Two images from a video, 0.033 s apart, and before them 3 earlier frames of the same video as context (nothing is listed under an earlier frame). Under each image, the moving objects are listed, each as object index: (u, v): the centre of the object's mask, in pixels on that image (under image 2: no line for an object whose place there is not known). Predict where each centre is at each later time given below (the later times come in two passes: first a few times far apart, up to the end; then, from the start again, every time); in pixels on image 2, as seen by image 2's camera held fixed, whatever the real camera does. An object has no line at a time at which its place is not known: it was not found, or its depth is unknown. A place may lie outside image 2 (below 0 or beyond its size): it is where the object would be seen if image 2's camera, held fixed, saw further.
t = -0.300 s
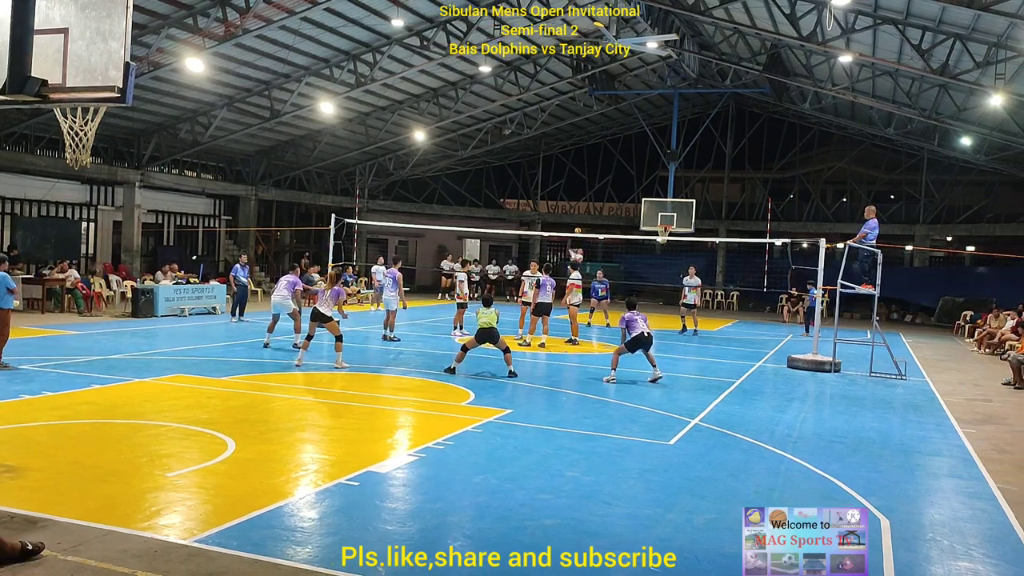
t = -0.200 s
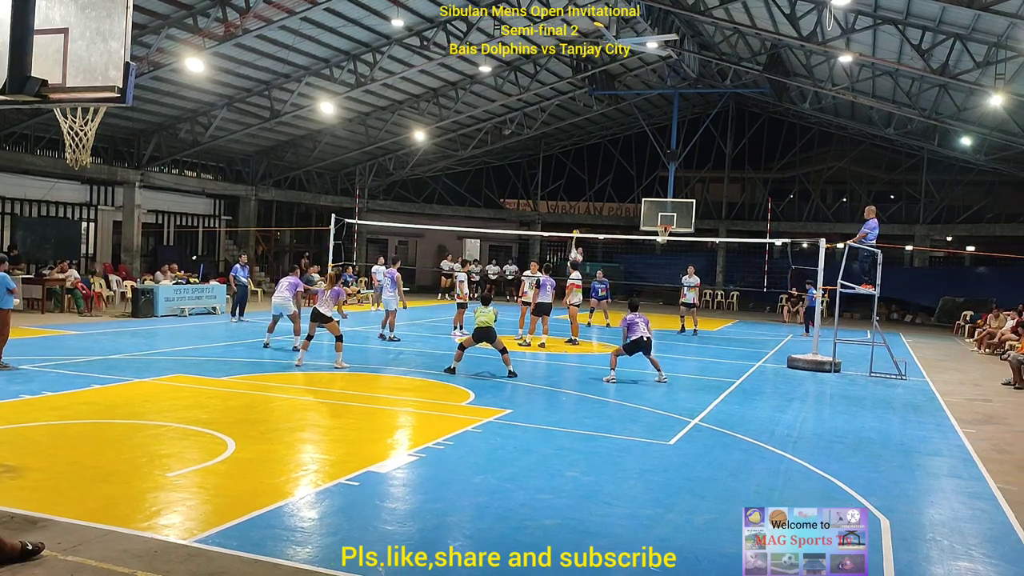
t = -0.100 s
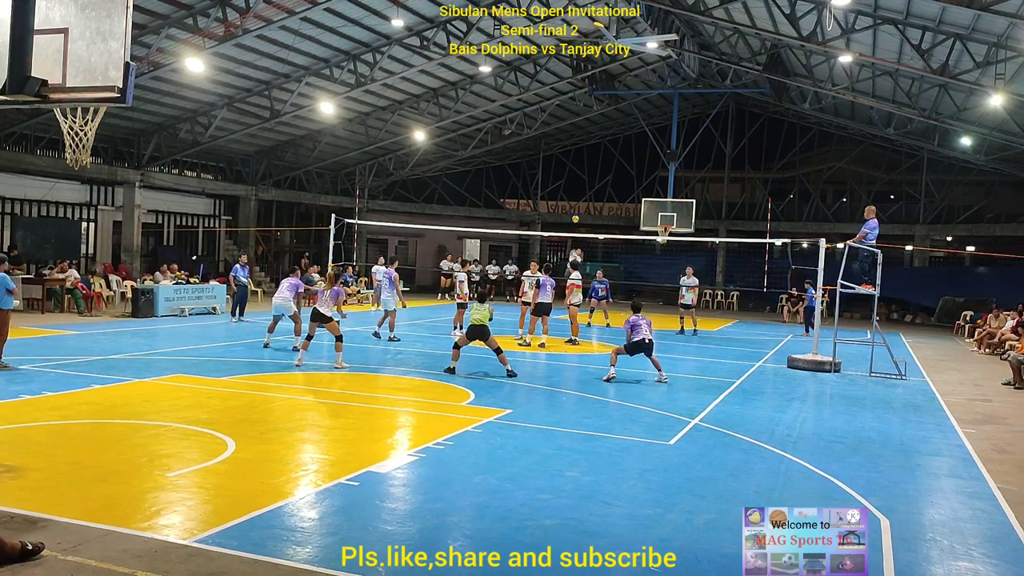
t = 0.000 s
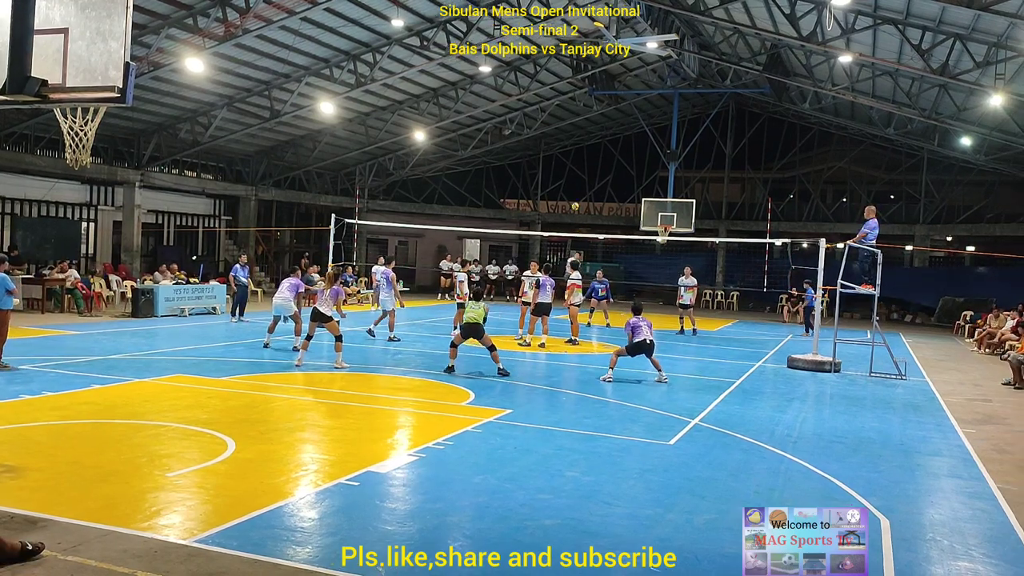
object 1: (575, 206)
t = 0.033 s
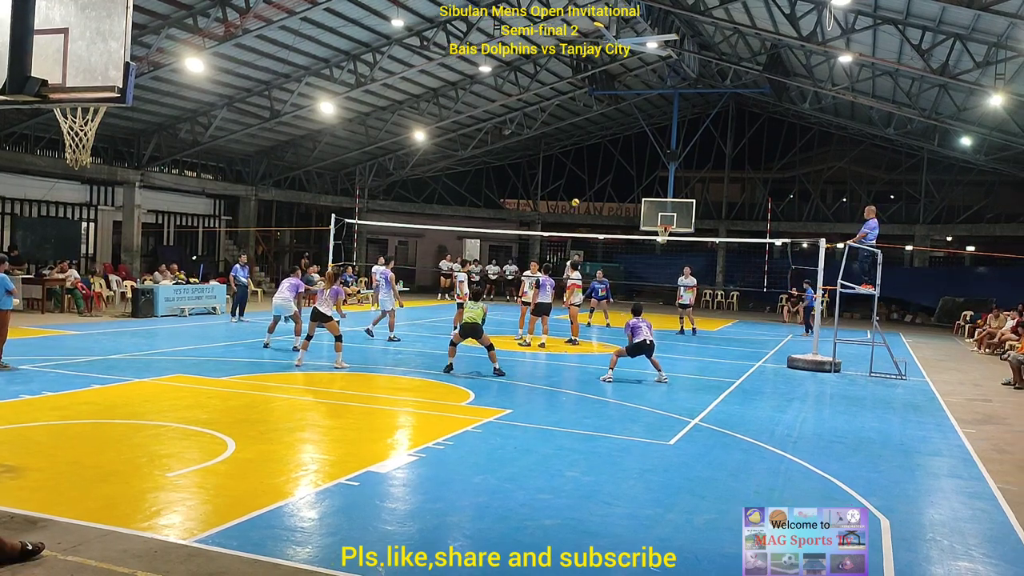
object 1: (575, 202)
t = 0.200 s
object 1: (577, 185)
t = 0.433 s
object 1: (586, 170)
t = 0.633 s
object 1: (591, 175)
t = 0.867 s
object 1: (599, 211)
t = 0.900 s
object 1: (600, 219)
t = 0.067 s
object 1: (575, 198)
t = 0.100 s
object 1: (576, 195)
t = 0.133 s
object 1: (576, 191)
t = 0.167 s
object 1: (577, 188)
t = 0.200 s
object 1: (577, 185)
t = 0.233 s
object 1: (578, 182)
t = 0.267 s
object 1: (579, 179)
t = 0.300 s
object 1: (581, 177)
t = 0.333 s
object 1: (582, 175)
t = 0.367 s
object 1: (583, 173)
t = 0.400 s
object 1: (584, 171)
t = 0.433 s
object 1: (586, 170)
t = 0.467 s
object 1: (587, 170)
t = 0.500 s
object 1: (588, 170)
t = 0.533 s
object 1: (588, 170)
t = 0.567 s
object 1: (589, 172)
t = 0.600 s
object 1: (590, 173)
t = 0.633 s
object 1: (591, 175)
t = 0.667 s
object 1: (592, 178)
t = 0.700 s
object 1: (593, 182)
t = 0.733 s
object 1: (595, 186)
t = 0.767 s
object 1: (596, 191)
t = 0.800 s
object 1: (597, 197)
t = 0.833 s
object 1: (598, 203)
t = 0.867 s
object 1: (599, 211)
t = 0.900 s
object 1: (600, 219)
